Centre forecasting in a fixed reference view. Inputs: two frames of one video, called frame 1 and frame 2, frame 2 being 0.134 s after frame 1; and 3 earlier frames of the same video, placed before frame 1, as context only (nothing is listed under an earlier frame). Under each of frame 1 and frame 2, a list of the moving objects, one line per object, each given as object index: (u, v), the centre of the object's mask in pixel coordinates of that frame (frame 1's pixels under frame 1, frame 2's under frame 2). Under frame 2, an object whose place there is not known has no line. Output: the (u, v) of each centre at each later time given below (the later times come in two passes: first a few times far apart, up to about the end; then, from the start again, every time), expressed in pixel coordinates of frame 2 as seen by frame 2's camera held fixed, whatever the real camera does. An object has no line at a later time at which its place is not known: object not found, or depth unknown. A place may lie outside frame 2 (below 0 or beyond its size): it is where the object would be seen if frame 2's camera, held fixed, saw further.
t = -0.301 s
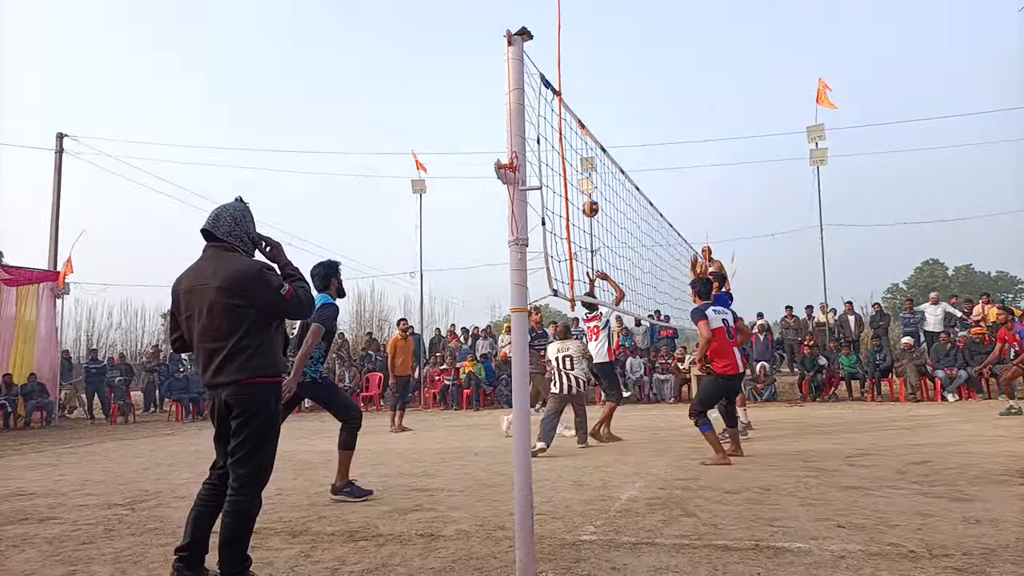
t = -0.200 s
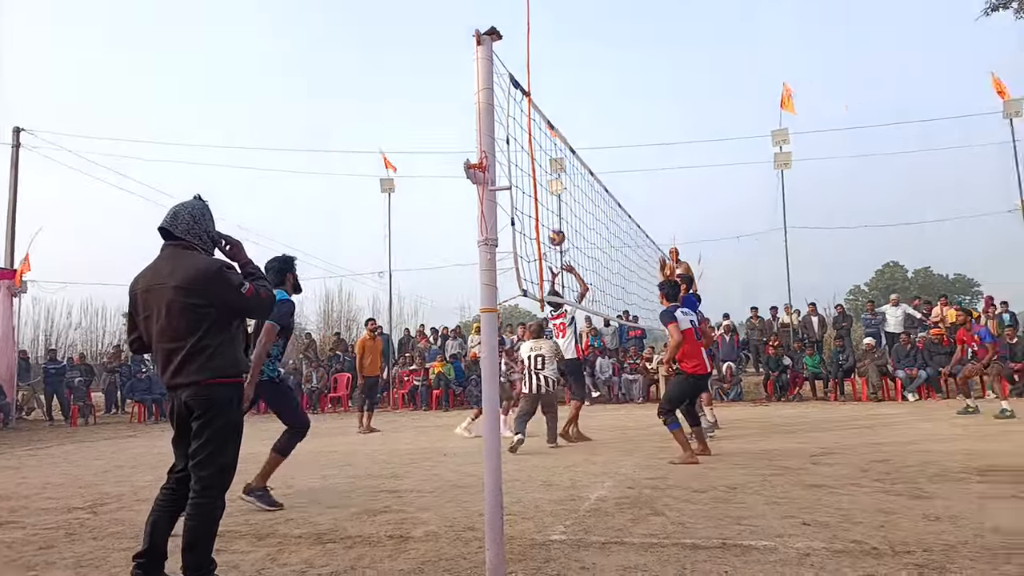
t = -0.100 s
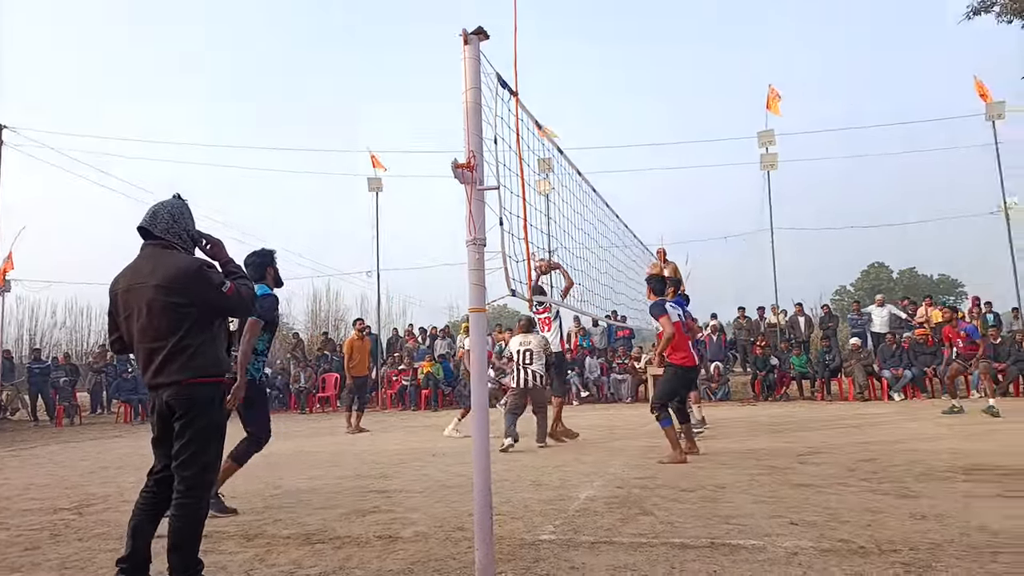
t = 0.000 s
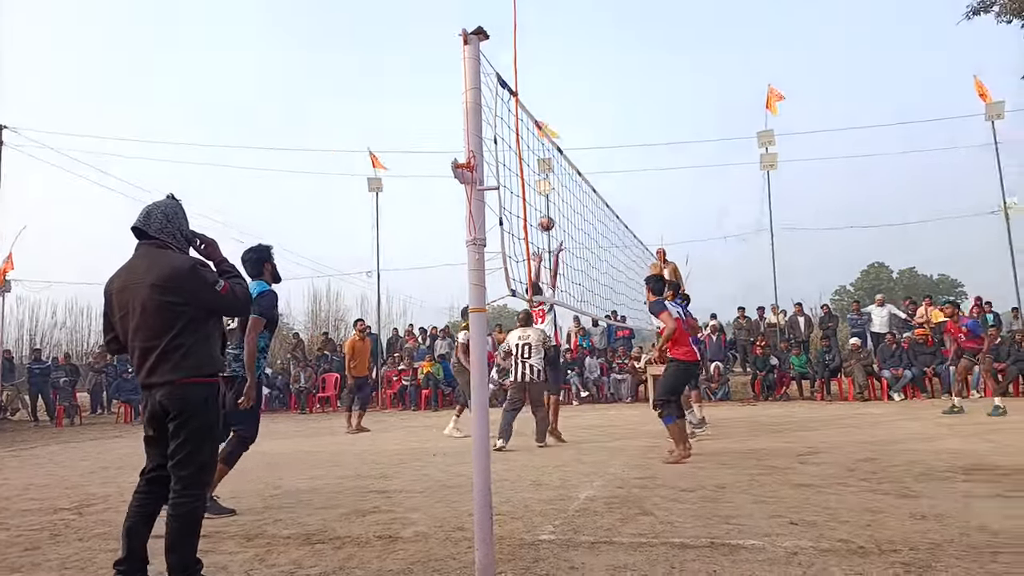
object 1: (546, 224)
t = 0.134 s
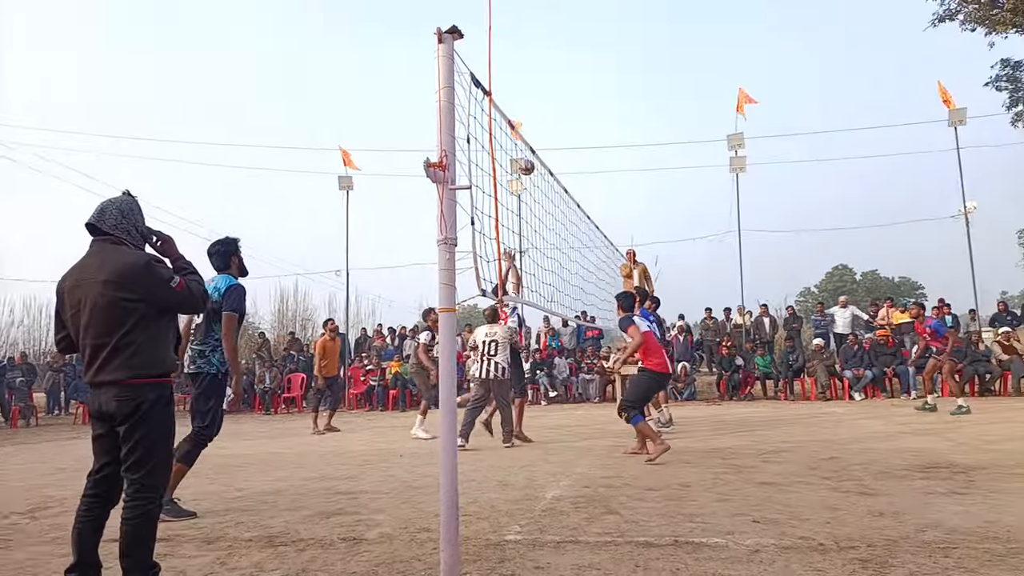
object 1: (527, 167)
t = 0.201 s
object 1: (532, 146)
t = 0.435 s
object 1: (548, 102)
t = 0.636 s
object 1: (558, 97)
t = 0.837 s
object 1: (572, 118)
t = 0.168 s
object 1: (528, 156)
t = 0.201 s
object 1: (532, 146)
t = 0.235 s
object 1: (534, 136)
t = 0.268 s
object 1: (536, 128)
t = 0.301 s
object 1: (538, 121)
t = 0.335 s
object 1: (538, 115)
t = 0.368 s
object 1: (542, 110)
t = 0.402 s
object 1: (546, 105)
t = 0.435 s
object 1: (548, 102)
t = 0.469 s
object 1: (548, 99)
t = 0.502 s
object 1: (550, 97)
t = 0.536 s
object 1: (552, 96)
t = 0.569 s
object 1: (555, 95)
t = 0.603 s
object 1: (557, 96)
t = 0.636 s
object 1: (558, 97)
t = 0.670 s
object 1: (560, 99)
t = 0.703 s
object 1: (562, 101)
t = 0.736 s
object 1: (565, 104)
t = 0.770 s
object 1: (567, 108)
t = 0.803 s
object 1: (569, 113)
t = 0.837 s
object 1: (572, 118)
